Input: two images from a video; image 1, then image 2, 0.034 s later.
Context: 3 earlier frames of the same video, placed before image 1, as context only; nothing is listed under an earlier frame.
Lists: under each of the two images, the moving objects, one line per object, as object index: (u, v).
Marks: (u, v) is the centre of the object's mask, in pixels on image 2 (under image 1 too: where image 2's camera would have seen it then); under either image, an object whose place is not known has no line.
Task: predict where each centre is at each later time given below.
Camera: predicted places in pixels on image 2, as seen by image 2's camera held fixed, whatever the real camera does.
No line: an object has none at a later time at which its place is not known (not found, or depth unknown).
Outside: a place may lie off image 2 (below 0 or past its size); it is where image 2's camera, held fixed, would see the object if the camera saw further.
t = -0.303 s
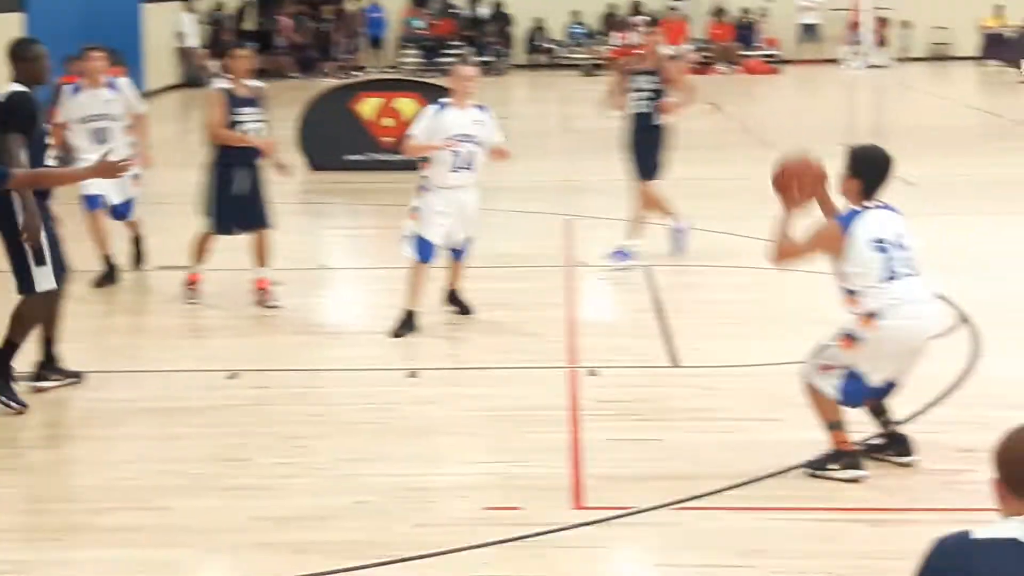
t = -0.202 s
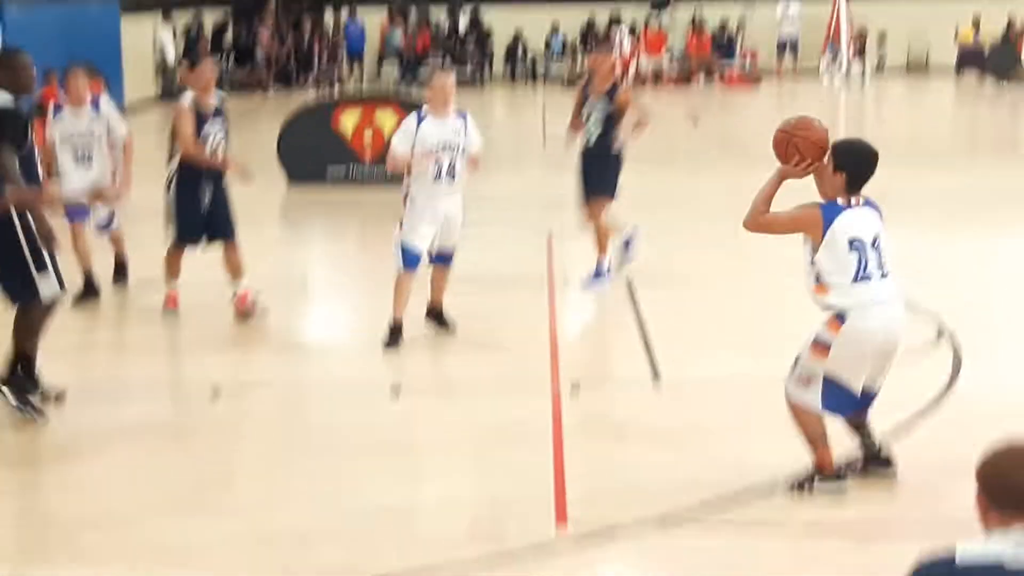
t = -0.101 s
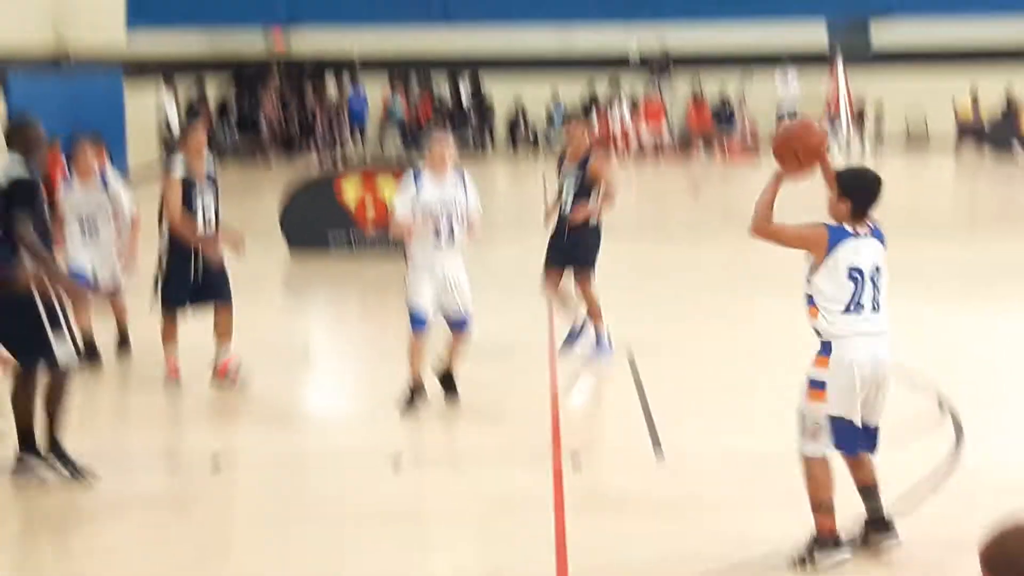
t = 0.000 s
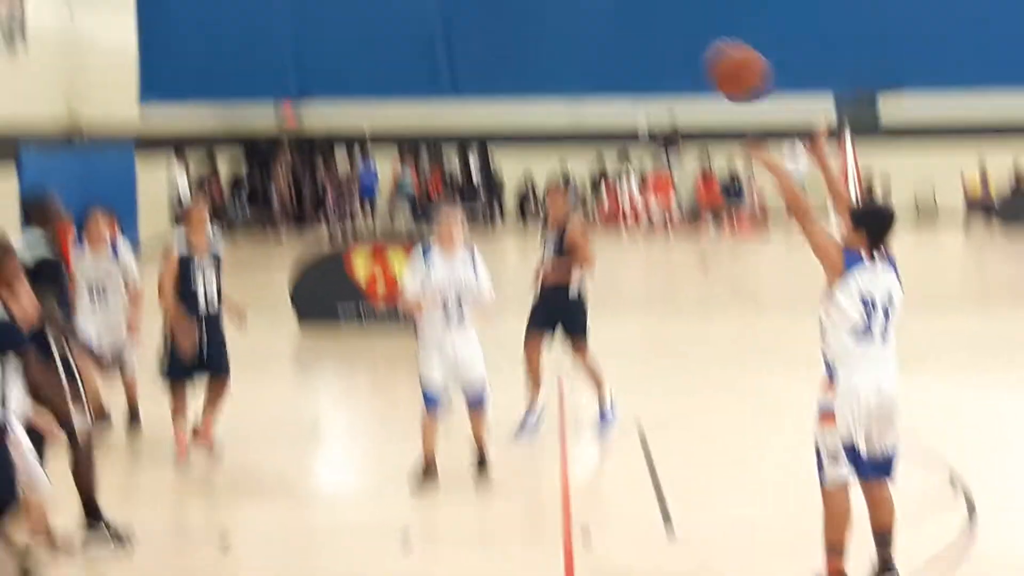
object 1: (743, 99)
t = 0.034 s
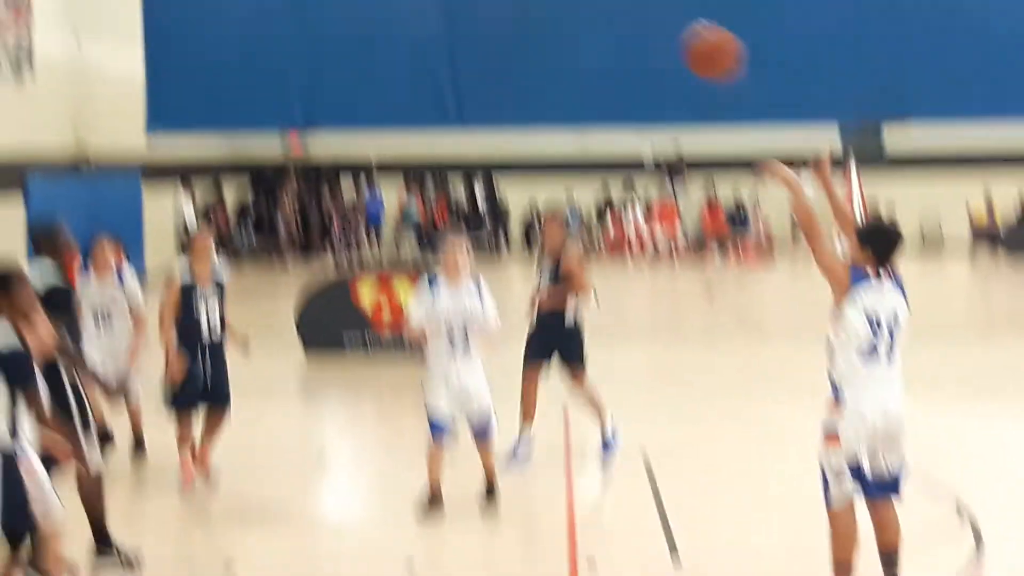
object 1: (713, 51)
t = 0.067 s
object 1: (684, 8)
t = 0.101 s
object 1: (656, -33)
